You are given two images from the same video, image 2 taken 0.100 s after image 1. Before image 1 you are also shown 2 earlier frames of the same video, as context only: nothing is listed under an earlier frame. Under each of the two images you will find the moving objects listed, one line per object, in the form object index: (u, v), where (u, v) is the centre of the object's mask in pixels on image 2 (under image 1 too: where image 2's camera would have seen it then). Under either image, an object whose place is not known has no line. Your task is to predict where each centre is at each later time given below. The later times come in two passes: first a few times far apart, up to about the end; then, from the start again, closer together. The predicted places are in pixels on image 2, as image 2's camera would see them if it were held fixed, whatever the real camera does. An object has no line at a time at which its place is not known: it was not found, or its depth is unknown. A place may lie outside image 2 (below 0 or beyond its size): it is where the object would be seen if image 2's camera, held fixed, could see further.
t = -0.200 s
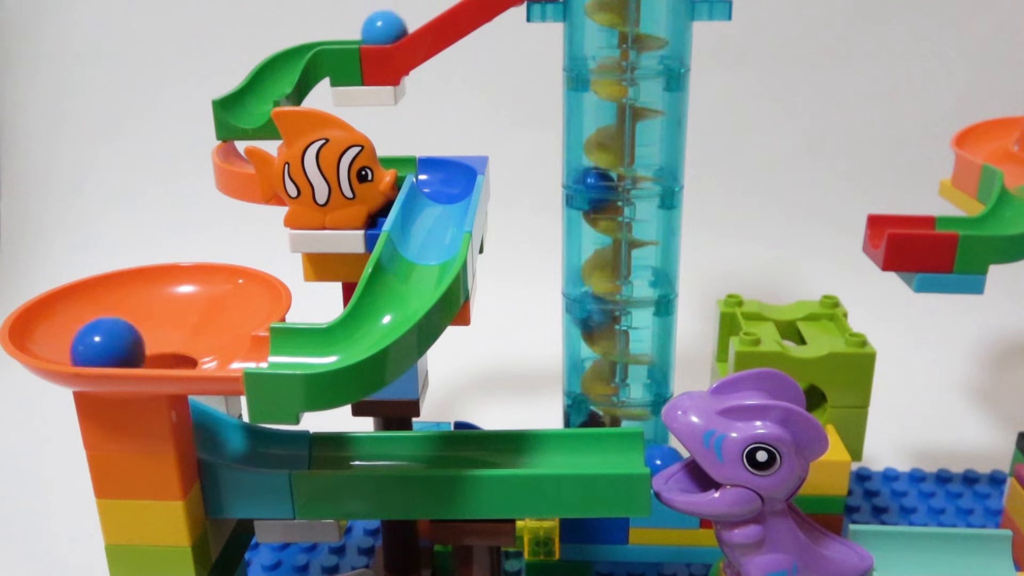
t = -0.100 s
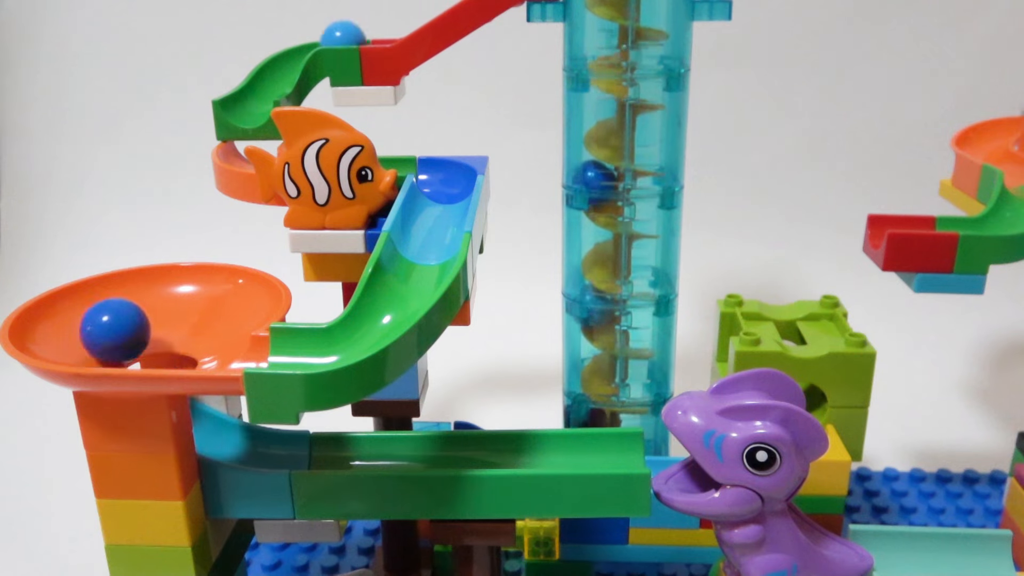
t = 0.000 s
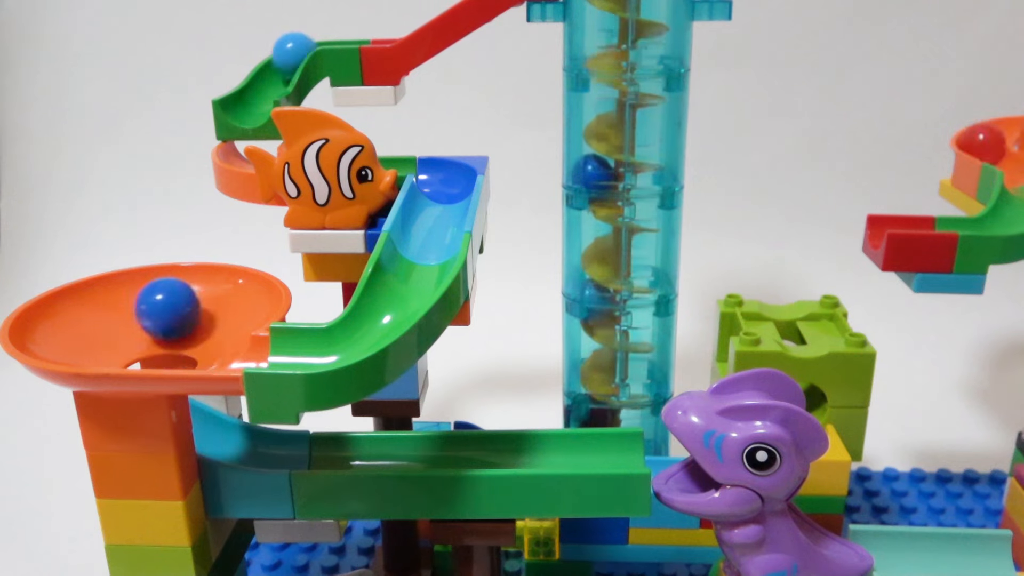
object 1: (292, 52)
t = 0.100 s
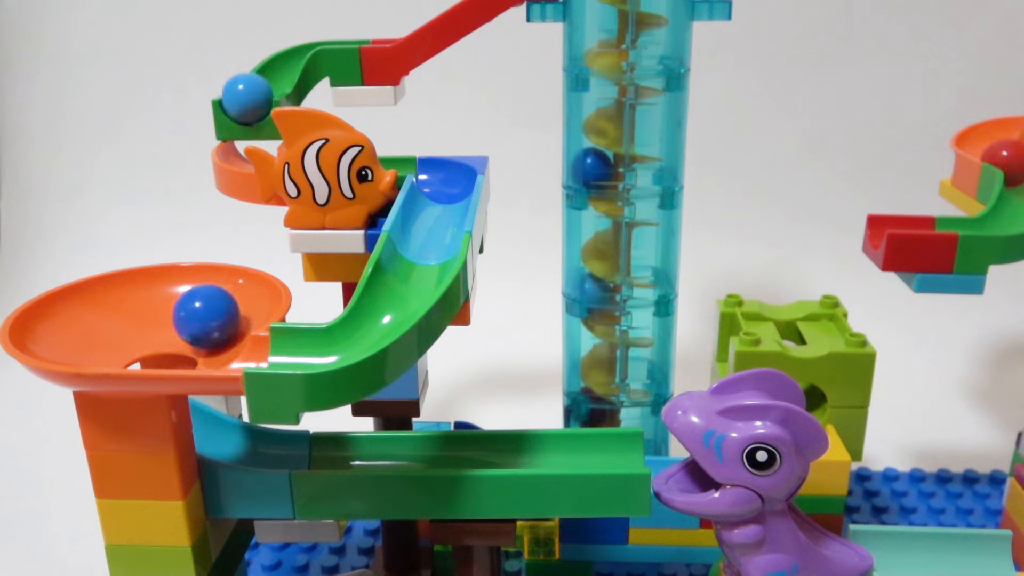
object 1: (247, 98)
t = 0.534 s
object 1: (440, 171)
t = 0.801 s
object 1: (433, 214)
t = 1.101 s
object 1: (273, 343)
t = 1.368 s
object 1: (95, 283)
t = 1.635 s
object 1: (190, 341)
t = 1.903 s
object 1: (127, 302)
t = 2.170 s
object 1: (173, 344)
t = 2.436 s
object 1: (140, 304)
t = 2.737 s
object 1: (147, 346)
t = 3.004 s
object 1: (167, 304)
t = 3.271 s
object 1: (146, 346)
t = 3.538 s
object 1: (149, 308)
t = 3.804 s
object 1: (178, 343)
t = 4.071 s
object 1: (127, 328)
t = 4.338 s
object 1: (189, 338)
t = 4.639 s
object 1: (125, 334)
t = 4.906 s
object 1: (209, 315)
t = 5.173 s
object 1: (134, 340)
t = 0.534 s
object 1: (440, 171)
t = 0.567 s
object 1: (446, 175)
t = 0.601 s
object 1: (446, 178)
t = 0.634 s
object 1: (444, 183)
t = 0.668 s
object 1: (443, 188)
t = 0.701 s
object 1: (440, 194)
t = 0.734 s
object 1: (438, 200)
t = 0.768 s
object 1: (436, 207)
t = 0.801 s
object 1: (433, 214)
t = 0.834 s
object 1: (430, 221)
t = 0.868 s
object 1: (427, 230)
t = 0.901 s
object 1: (424, 240)
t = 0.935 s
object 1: (420, 250)
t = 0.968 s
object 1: (416, 262)
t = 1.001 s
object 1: (401, 283)
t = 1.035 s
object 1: (372, 311)
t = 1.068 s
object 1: (324, 340)
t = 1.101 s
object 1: (273, 343)
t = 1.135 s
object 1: (230, 339)
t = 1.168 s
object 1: (196, 343)
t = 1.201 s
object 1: (162, 344)
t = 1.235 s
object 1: (129, 346)
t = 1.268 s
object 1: (103, 343)
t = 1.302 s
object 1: (88, 329)
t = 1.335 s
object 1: (85, 304)
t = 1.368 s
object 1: (95, 283)
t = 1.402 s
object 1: (117, 285)
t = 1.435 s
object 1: (146, 297)
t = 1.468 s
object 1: (176, 312)
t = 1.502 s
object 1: (197, 322)
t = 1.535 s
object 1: (210, 329)
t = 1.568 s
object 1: (212, 333)
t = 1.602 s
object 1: (204, 337)
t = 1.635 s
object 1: (190, 341)
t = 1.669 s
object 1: (173, 344)
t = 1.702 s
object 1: (152, 346)
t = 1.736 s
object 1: (133, 345)
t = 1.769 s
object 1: (119, 342)
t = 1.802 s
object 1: (110, 336)
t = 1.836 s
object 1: (110, 326)
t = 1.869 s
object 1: (116, 314)
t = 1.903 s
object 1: (127, 302)
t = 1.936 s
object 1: (148, 300)
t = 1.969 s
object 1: (165, 309)
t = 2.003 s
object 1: (180, 316)
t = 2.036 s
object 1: (192, 324)
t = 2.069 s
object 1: (197, 332)
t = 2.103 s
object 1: (196, 338)
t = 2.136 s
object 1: (187, 342)
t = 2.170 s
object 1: (173, 344)
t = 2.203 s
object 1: (158, 346)
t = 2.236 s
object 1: (140, 347)
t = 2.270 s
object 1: (125, 346)
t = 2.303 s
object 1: (117, 343)
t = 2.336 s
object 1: (115, 339)
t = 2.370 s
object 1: (120, 331)
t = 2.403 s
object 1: (127, 318)
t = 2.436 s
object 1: (140, 304)
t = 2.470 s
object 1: (161, 300)
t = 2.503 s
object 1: (177, 305)
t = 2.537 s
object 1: (188, 312)
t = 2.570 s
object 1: (195, 321)
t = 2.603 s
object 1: (196, 330)
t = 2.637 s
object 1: (191, 338)
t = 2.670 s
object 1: (180, 343)
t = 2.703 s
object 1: (164, 345)
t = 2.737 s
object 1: (147, 346)
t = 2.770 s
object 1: (130, 347)
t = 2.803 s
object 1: (118, 346)
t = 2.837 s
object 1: (113, 344)
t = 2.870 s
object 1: (114, 340)
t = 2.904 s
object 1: (120, 335)
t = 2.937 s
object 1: (129, 324)
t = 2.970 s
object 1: (144, 309)
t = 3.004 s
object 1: (167, 304)
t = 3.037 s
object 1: (183, 307)
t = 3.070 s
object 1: (193, 311)
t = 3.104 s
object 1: (200, 317)
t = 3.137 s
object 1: (200, 326)
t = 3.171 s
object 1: (193, 335)
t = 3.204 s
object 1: (180, 341)
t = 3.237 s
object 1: (164, 344)
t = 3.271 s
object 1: (146, 346)
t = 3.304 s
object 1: (128, 347)
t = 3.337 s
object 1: (114, 345)
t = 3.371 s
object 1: (107, 344)
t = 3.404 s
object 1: (107, 341)
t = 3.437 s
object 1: (114, 338)
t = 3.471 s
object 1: (122, 333)
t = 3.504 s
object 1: (131, 322)
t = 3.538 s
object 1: (149, 308)
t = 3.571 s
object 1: (172, 308)
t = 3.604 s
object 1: (186, 312)
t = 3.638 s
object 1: (195, 315)
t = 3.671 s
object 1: (200, 321)
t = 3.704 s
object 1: (200, 327)
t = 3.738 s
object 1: (195, 335)
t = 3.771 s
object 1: (189, 339)
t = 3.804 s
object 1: (178, 343)
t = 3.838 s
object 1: (164, 344)
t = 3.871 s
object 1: (150, 346)
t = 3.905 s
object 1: (136, 346)
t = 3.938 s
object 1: (125, 344)
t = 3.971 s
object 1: (119, 342)
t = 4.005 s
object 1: (118, 339)
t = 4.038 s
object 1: (122, 334)
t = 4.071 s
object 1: (127, 328)
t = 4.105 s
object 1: (134, 317)
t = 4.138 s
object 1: (153, 308)
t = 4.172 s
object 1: (174, 312)
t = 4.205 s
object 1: (183, 318)
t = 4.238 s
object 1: (190, 322)
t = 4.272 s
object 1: (195, 327)
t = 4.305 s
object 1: (195, 332)
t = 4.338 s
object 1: (189, 338)
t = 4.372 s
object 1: (182, 341)
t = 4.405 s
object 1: (172, 344)
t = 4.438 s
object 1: (160, 345)
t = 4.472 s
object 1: (147, 345)
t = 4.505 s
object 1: (134, 345)
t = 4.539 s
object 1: (125, 344)
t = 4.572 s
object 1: (121, 342)
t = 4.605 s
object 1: (121, 339)
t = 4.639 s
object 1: (125, 334)
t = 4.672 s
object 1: (129, 327)
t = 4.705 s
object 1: (139, 314)
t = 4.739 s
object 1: (161, 308)
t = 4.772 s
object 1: (177, 314)
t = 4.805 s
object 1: (184, 317)
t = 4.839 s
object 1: (185, 313)
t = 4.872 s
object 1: (199, 303)
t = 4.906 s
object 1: (209, 315)
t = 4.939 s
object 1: (212, 317)
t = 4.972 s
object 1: (212, 321)
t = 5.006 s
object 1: (205, 328)
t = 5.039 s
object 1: (191, 336)
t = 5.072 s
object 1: (172, 342)
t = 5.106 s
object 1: (149, 345)
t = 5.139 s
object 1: (135, 341)
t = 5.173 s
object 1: (134, 340)
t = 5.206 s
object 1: (143, 344)
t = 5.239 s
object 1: (164, 349)
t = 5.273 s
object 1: (160, 352)
